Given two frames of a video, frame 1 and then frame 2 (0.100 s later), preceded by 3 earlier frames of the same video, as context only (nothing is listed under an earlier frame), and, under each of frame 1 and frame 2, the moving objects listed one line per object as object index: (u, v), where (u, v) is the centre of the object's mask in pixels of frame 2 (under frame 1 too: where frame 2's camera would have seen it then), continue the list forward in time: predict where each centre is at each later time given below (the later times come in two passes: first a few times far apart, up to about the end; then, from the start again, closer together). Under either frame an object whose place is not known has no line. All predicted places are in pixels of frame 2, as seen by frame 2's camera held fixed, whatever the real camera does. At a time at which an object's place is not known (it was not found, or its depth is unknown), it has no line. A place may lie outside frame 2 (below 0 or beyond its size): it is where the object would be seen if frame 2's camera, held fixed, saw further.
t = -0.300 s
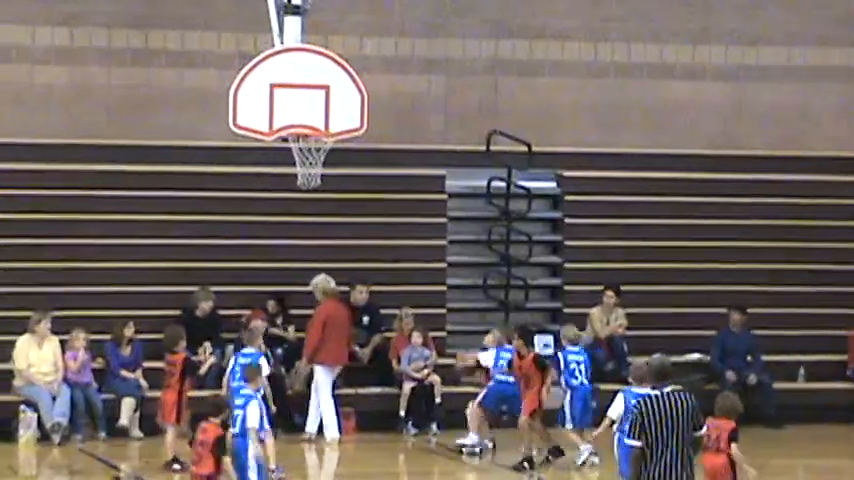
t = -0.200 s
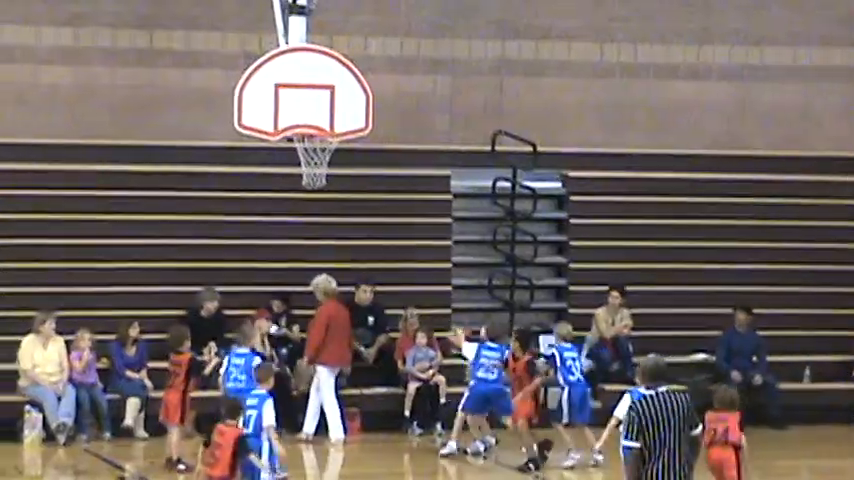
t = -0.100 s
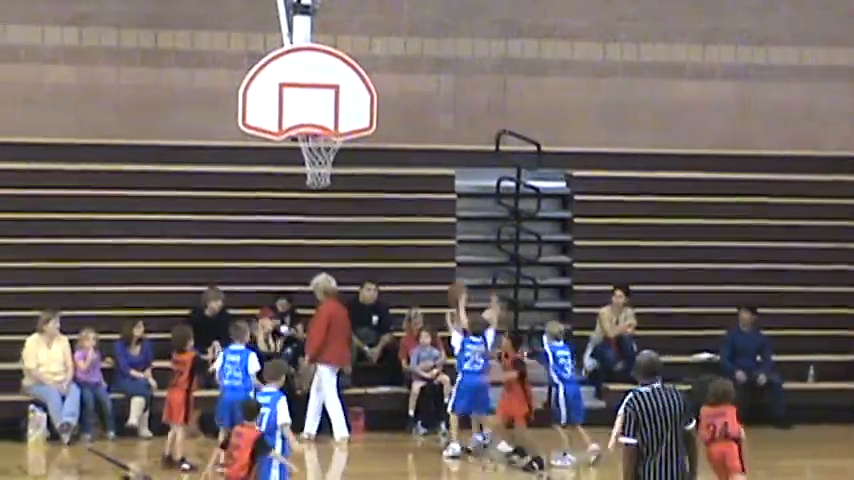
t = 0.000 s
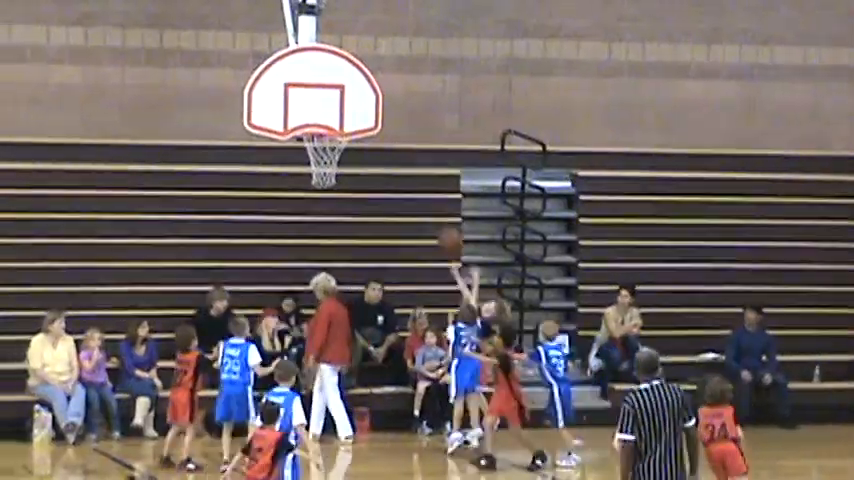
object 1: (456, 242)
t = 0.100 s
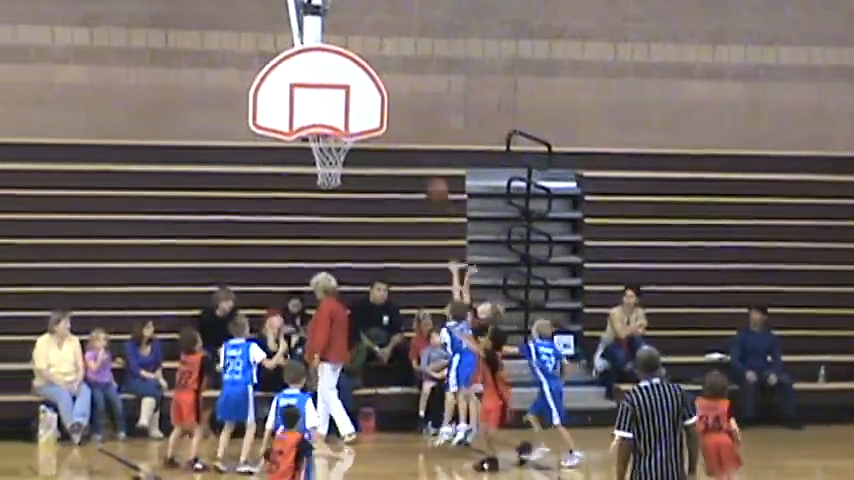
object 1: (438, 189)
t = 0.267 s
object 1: (406, 134)
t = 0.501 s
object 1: (361, 96)
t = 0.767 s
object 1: (308, 125)
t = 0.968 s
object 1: (266, 192)
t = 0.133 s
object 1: (432, 176)
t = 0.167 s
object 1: (425, 162)
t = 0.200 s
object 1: (419, 150)
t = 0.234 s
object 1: (412, 143)
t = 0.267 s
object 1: (406, 134)
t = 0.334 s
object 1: (395, 118)
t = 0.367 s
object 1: (388, 110)
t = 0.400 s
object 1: (382, 104)
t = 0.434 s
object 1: (375, 101)
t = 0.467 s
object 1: (369, 97)
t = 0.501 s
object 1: (361, 96)
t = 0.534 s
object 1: (355, 95)
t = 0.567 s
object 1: (348, 95)
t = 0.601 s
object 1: (342, 98)
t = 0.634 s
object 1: (336, 100)
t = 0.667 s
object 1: (329, 104)
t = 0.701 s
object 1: (322, 109)
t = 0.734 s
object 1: (315, 116)
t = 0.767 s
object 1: (308, 125)
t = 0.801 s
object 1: (302, 132)
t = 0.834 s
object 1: (295, 143)
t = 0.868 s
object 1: (287, 153)
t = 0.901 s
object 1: (281, 164)
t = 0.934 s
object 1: (274, 179)
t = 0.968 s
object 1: (266, 192)
